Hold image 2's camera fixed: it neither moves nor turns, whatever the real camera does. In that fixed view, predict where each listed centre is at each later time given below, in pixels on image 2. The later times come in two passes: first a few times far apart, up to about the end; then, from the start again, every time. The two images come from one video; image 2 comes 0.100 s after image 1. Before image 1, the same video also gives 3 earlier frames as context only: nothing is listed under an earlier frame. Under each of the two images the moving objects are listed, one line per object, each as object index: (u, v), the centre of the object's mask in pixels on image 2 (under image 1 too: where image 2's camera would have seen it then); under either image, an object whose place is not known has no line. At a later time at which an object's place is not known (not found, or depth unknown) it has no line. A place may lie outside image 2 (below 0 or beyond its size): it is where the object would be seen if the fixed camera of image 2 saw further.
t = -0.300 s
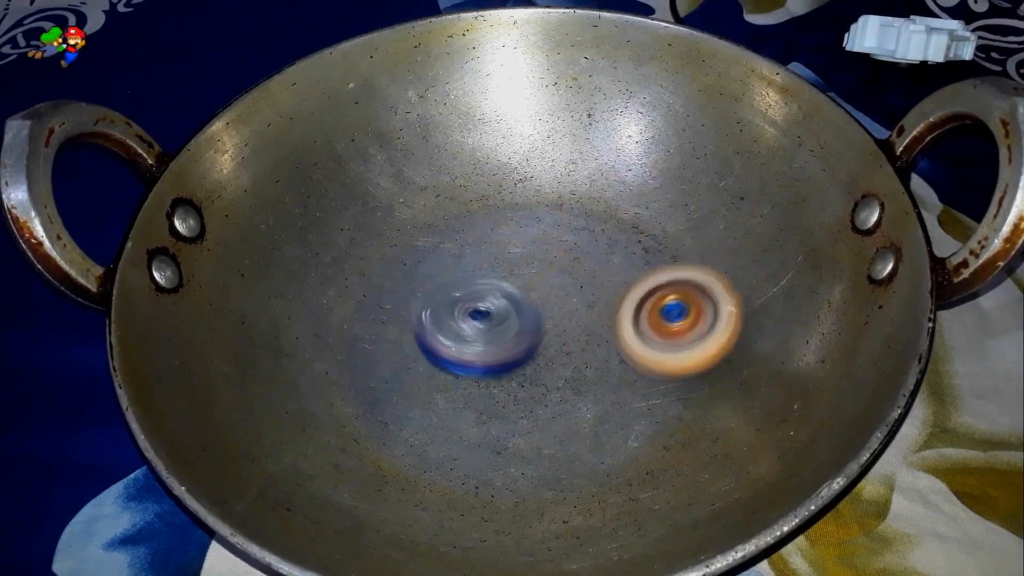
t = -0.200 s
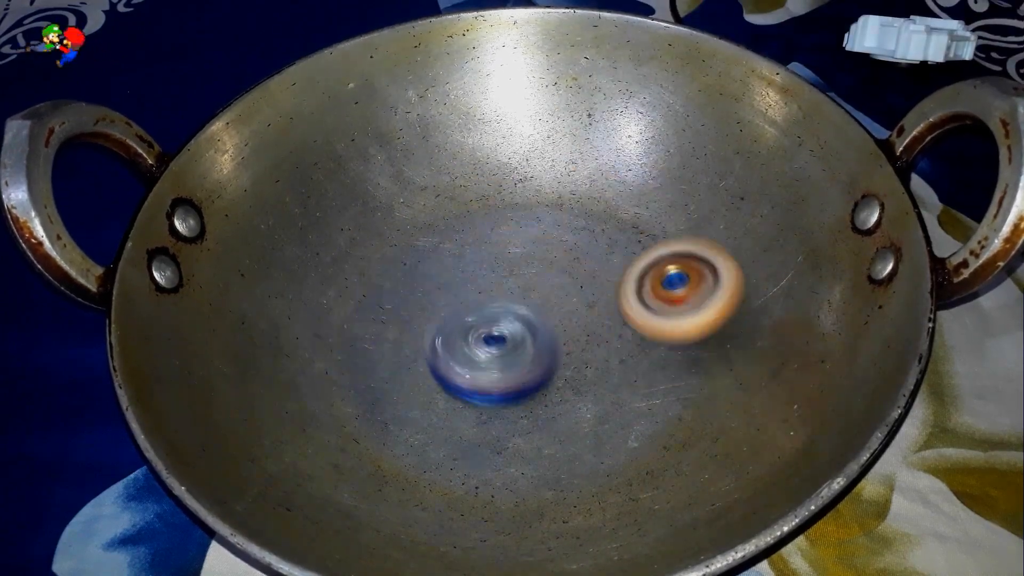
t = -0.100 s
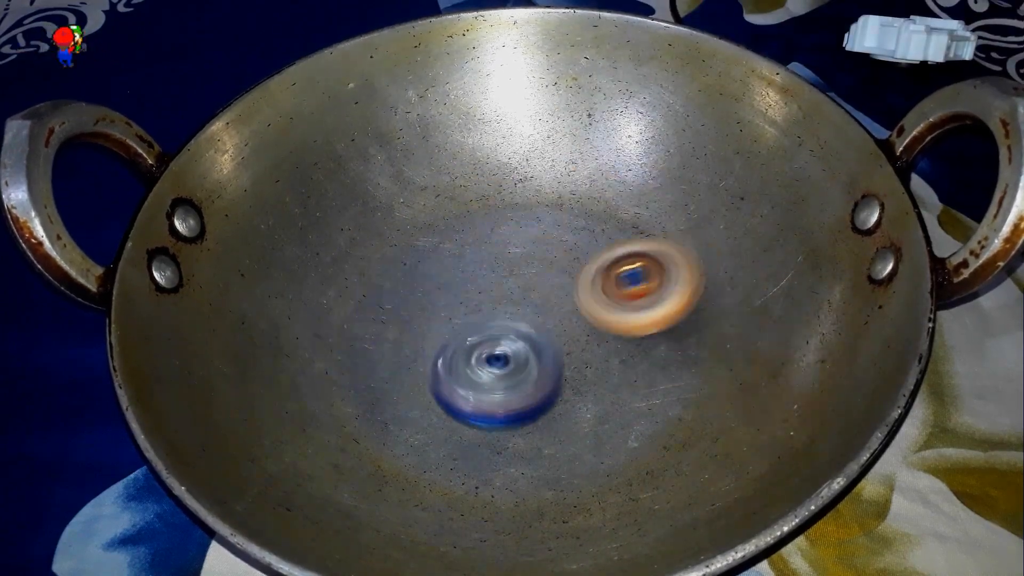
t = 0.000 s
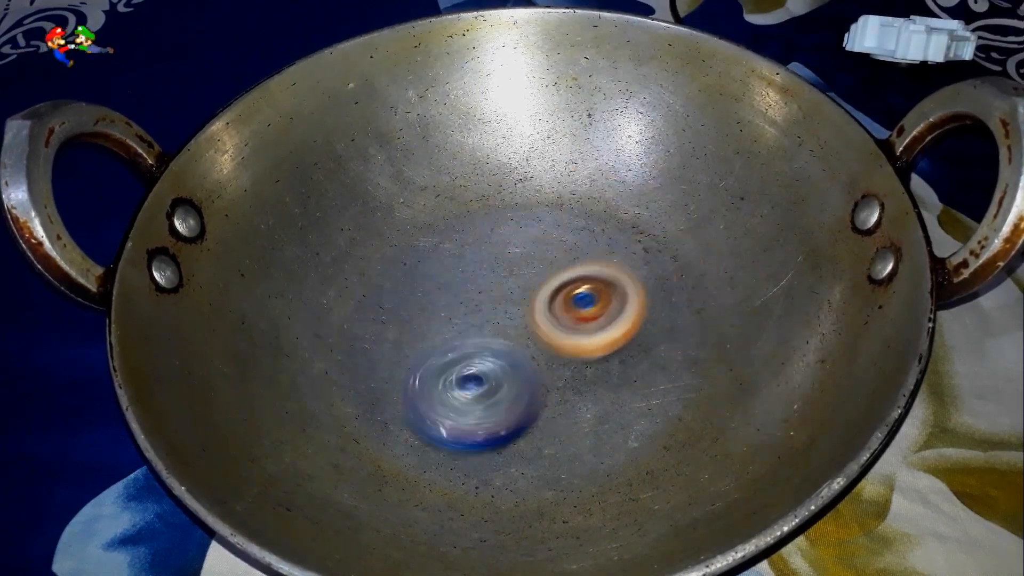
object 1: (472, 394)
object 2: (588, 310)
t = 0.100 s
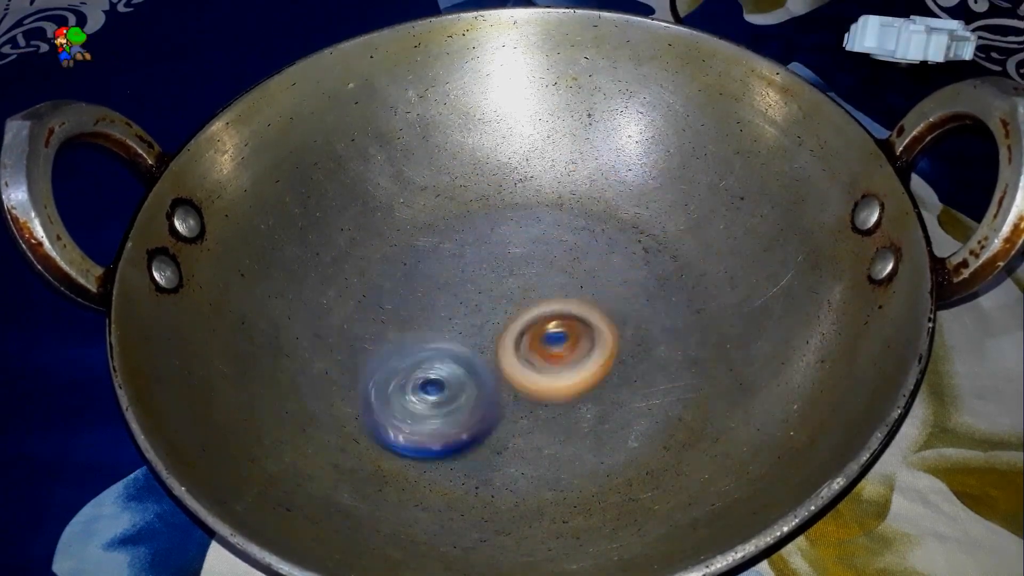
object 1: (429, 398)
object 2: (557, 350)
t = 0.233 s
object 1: (284, 361)
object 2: (656, 323)
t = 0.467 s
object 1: (435, 256)
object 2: (560, 264)
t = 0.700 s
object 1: (357, 309)
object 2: (676, 233)
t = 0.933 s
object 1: (469, 386)
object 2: (587, 298)
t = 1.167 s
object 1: (434, 446)
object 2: (651, 354)
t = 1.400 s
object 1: (475, 362)
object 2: (615, 337)
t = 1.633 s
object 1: (325, 290)
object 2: (696, 262)
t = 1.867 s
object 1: (399, 270)
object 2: (523, 303)
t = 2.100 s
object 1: (424, 320)
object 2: (521, 444)
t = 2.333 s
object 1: (462, 399)
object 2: (608, 409)
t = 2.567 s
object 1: (411, 377)
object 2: (552, 288)
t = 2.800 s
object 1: (473, 354)
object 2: (403, 238)
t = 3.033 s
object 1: (537, 315)
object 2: (347, 322)
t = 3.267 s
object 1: (597, 276)
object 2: (472, 379)
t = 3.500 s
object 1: (624, 263)
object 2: (533, 360)
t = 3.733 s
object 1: (557, 283)
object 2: (474, 365)
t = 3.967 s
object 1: (468, 313)
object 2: (444, 417)
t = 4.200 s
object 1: (420, 309)
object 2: (539, 431)
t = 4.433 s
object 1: (418, 337)
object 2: (589, 339)
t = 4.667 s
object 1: (453, 354)
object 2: (583, 244)
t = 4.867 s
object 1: (440, 348)
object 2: (551, 198)
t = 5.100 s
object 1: (471, 367)
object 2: (499, 262)
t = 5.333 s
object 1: (447, 421)
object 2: (486, 303)
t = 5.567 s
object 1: (446, 432)
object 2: (483, 232)
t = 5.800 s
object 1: (487, 375)
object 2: (470, 222)
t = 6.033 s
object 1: (510, 408)
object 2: (472, 195)
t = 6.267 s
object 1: (475, 369)
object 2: (500, 257)
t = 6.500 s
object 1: (332, 387)
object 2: (555, 270)
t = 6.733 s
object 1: (408, 348)
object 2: (522, 305)
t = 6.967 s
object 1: (426, 322)
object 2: (554, 337)
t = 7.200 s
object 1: (399, 305)
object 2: (544, 354)
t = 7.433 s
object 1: (422, 296)
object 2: (529, 343)
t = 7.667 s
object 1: (424, 290)
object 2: (521, 345)
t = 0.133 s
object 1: (383, 402)
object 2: (589, 349)
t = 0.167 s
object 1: (328, 396)
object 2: (616, 343)
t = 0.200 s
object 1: (298, 382)
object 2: (639, 337)
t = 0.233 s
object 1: (284, 361)
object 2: (656, 323)
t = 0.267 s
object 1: (285, 338)
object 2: (663, 310)
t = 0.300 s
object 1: (292, 316)
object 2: (663, 292)
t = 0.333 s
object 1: (309, 297)
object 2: (652, 278)
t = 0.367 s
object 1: (335, 279)
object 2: (636, 266)
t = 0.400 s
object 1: (365, 265)
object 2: (610, 260)
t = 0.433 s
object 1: (402, 257)
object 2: (585, 260)
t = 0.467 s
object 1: (435, 256)
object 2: (560, 264)
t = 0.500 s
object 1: (407, 256)
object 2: (595, 265)
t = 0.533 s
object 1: (372, 262)
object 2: (639, 261)
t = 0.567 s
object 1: (350, 273)
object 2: (668, 255)
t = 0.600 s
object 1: (338, 285)
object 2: (690, 245)
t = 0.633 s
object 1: (337, 295)
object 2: (697, 239)
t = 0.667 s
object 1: (344, 303)
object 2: (692, 235)
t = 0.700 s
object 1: (357, 309)
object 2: (676, 233)
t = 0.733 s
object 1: (377, 316)
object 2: (657, 233)
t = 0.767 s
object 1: (399, 321)
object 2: (637, 236)
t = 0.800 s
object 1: (420, 328)
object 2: (619, 246)
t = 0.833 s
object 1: (440, 341)
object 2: (602, 260)
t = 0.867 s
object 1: (457, 351)
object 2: (588, 276)
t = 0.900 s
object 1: (473, 365)
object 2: (578, 293)
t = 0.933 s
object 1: (469, 386)
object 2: (587, 298)
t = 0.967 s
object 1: (464, 406)
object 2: (597, 308)
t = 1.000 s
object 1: (463, 421)
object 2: (605, 317)
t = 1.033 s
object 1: (460, 433)
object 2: (614, 327)
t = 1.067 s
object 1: (454, 443)
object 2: (622, 337)
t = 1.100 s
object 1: (447, 449)
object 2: (632, 346)
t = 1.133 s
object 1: (440, 448)
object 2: (641, 351)
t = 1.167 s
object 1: (434, 446)
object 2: (651, 354)
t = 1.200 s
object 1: (432, 437)
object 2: (656, 353)
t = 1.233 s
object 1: (434, 425)
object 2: (660, 350)
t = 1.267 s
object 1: (438, 412)
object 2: (657, 345)
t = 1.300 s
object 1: (448, 396)
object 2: (649, 340)
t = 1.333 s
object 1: (465, 384)
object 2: (635, 338)
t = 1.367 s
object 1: (478, 370)
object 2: (619, 337)
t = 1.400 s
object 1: (475, 362)
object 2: (615, 337)
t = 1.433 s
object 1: (473, 353)
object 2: (615, 336)
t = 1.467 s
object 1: (425, 346)
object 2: (658, 330)
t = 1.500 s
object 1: (380, 337)
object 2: (692, 316)
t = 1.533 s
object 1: (349, 324)
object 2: (713, 302)
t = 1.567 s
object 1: (334, 312)
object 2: (718, 288)
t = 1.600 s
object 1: (326, 301)
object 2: (712, 273)
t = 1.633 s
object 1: (325, 290)
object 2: (696, 262)
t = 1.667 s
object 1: (328, 280)
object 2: (673, 251)
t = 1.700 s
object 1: (334, 272)
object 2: (647, 246)
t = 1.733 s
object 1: (345, 267)
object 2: (620, 248)
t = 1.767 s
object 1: (358, 264)
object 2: (589, 256)
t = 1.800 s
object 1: (375, 262)
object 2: (564, 268)
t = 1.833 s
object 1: (388, 265)
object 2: (540, 284)
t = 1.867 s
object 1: (399, 270)
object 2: (523, 303)
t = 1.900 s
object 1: (399, 271)
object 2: (522, 327)
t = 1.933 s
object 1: (399, 277)
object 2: (517, 349)
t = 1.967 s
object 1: (402, 280)
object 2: (513, 369)
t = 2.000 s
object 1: (407, 290)
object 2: (510, 392)
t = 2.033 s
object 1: (413, 298)
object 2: (511, 412)
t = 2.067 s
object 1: (418, 306)
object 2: (514, 429)
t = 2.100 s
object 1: (424, 320)
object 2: (521, 444)
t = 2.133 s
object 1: (429, 334)
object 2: (532, 455)
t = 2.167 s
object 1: (435, 346)
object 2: (546, 462)
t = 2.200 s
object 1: (441, 359)
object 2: (563, 463)
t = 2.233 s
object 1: (446, 371)
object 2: (581, 457)
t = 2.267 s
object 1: (452, 382)
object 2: (598, 446)
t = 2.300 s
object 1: (458, 392)
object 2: (609, 429)
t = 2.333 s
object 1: (462, 399)
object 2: (608, 409)
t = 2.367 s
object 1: (444, 404)
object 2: (624, 387)
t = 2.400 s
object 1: (424, 407)
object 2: (634, 363)
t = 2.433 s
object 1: (412, 405)
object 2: (630, 344)
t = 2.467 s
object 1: (404, 403)
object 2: (617, 325)
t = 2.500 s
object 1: (403, 394)
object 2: (598, 309)
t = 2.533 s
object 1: (405, 387)
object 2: (578, 298)
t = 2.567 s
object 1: (411, 377)
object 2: (552, 288)
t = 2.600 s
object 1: (421, 368)
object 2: (527, 280)
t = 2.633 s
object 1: (432, 361)
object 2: (502, 271)
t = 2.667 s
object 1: (440, 358)
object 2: (481, 259)
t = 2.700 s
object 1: (448, 363)
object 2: (463, 250)
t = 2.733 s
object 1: (454, 362)
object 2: (442, 243)
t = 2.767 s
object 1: (462, 359)
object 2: (423, 238)
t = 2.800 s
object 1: (473, 354)
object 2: (403, 238)
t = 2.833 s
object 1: (482, 350)
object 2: (384, 238)
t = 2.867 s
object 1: (493, 344)
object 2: (366, 243)
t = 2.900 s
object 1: (503, 337)
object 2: (350, 253)
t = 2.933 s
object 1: (512, 331)
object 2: (342, 267)
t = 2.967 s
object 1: (523, 326)
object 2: (337, 285)
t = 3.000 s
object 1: (529, 320)
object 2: (338, 303)
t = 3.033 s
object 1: (537, 315)
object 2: (347, 322)
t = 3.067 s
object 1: (544, 312)
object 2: (363, 340)
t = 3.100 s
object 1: (547, 308)
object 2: (384, 353)
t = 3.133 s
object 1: (551, 306)
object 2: (412, 362)
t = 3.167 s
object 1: (554, 304)
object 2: (441, 365)
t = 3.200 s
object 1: (565, 295)
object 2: (456, 369)
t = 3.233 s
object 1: (583, 284)
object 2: (461, 374)
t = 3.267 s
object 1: (597, 276)
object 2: (472, 379)
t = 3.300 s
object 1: (603, 272)
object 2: (486, 380)
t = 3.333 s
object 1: (612, 270)
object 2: (503, 378)
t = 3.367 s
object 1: (617, 270)
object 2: (518, 373)
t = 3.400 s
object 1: (617, 270)
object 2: (531, 366)
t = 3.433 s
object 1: (619, 271)
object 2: (540, 357)
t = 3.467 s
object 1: (623, 267)
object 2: (537, 358)
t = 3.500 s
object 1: (624, 263)
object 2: (533, 360)
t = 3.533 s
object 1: (623, 263)
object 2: (528, 360)
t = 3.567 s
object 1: (618, 265)
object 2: (522, 360)
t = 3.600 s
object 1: (609, 267)
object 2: (515, 360)
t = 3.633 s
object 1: (599, 271)
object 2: (507, 359)
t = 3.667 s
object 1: (585, 275)
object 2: (499, 360)
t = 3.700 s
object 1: (571, 281)
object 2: (487, 360)
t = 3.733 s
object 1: (557, 283)
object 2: (474, 365)
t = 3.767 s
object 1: (546, 281)
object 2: (461, 374)
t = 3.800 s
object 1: (534, 285)
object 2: (449, 384)
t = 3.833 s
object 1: (520, 291)
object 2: (439, 392)
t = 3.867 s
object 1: (508, 296)
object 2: (435, 401)
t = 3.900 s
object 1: (493, 301)
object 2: (434, 409)
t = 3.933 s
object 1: (479, 307)
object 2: (438, 414)
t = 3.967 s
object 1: (468, 313)
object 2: (444, 417)
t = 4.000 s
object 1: (457, 316)
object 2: (452, 416)
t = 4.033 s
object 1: (446, 316)
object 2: (460, 421)
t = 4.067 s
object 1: (434, 311)
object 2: (473, 434)
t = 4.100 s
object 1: (427, 308)
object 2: (488, 441)
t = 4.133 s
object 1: (423, 305)
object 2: (506, 443)
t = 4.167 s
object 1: (421, 307)
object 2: (524, 439)
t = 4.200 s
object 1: (420, 309)
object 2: (539, 431)
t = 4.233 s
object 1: (421, 318)
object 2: (552, 419)
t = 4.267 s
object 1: (423, 325)
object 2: (559, 404)
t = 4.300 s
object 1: (427, 333)
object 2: (560, 386)
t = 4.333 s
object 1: (430, 335)
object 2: (556, 369)
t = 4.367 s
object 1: (425, 338)
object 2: (566, 358)
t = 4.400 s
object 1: (418, 336)
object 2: (582, 349)
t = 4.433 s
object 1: (418, 337)
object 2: (589, 339)
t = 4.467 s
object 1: (422, 339)
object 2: (593, 324)
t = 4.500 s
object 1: (432, 339)
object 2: (594, 310)
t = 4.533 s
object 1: (444, 343)
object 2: (590, 296)
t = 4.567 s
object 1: (456, 341)
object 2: (582, 284)
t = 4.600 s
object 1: (472, 343)
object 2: (572, 274)
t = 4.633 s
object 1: (467, 349)
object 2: (574, 260)
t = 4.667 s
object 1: (453, 354)
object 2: (583, 244)
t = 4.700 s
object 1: (443, 357)
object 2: (585, 233)
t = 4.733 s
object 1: (439, 358)
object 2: (584, 213)
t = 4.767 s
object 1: (438, 356)
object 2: (582, 205)
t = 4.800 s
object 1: (436, 353)
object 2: (574, 199)
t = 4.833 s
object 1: (437, 353)
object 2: (564, 196)
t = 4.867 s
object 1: (440, 348)
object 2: (551, 198)
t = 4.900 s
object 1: (446, 347)
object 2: (539, 206)
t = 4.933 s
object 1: (450, 344)
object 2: (527, 216)
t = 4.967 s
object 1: (457, 341)
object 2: (520, 227)
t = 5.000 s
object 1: (465, 337)
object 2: (512, 238)
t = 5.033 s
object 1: (470, 346)
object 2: (509, 244)
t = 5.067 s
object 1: (472, 356)
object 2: (503, 255)
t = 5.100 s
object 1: (471, 367)
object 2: (499, 262)
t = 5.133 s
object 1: (469, 383)
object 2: (496, 265)
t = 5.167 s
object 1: (468, 395)
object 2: (491, 271)
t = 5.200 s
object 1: (464, 401)
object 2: (486, 280)
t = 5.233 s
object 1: (460, 410)
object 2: (482, 288)
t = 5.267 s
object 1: (454, 411)
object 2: (482, 296)
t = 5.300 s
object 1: (450, 415)
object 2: (481, 306)
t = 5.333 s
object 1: (447, 421)
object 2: (486, 303)
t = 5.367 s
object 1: (440, 447)
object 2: (493, 283)
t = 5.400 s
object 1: (433, 463)
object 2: (496, 269)
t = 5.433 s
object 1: (431, 468)
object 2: (494, 259)
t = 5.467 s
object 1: (431, 462)
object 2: (491, 250)
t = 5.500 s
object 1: (431, 457)
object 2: (490, 242)
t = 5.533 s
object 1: (437, 444)
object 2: (487, 235)
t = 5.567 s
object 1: (446, 432)
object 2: (483, 232)
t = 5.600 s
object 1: (456, 418)
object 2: (480, 232)
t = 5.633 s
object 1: (466, 406)
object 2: (476, 233)
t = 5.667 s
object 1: (469, 395)
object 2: (475, 235)
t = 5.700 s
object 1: (472, 381)
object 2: (471, 241)
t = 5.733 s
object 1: (478, 367)
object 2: (469, 250)
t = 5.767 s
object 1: (480, 357)
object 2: (470, 246)
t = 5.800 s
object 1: (487, 375)
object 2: (470, 222)
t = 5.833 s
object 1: (497, 389)
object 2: (470, 211)
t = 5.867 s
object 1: (505, 405)
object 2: (468, 205)
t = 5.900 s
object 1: (510, 417)
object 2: (467, 200)
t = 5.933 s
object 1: (514, 414)
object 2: (467, 198)
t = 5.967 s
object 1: (514, 411)
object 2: (468, 194)
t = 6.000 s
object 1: (510, 410)
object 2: (471, 192)
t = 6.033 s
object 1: (510, 408)
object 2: (472, 195)
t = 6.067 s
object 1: (504, 401)
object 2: (476, 200)
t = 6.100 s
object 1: (500, 395)
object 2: (480, 208)
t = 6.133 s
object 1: (495, 391)
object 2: (486, 220)
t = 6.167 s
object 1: (490, 388)
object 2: (490, 229)
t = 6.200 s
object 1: (485, 378)
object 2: (494, 238)
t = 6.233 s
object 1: (482, 371)
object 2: (498, 248)
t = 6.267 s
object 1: (475, 369)
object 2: (500, 257)
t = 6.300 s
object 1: (465, 365)
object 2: (502, 266)
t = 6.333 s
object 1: (452, 369)
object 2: (514, 267)
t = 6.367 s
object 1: (419, 385)
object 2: (528, 259)
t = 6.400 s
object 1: (390, 393)
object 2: (540, 255)
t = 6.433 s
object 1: (363, 400)
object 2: (546, 256)
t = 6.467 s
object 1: (346, 392)
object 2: (554, 263)
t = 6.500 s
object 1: (332, 387)
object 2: (555, 270)
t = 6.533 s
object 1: (333, 375)
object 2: (554, 274)
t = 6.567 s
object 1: (336, 373)
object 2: (552, 278)
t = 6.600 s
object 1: (346, 370)
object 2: (551, 282)
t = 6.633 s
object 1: (362, 364)
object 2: (545, 291)
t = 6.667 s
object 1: (374, 358)
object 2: (538, 295)
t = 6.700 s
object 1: (388, 352)
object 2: (528, 303)
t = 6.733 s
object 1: (408, 348)
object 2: (522, 305)
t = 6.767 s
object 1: (414, 342)
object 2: (533, 305)
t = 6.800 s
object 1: (417, 340)
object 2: (546, 307)
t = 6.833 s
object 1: (426, 339)
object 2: (554, 310)
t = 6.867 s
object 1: (428, 334)
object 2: (556, 316)
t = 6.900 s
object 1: (425, 329)
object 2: (562, 319)
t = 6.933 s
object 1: (427, 324)
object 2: (562, 326)
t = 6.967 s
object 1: (426, 322)
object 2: (554, 337)
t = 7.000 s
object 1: (424, 324)
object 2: (549, 335)
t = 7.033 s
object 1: (425, 325)
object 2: (545, 336)
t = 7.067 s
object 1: (426, 325)
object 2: (542, 341)
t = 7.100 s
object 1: (424, 323)
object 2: (540, 345)
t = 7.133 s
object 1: (411, 315)
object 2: (544, 346)
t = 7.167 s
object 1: (403, 308)
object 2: (548, 349)
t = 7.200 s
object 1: (399, 305)
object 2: (544, 354)
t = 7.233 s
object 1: (399, 305)
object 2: (536, 355)
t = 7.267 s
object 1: (401, 306)
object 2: (528, 355)
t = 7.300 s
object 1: (404, 306)
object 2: (518, 353)
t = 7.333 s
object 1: (408, 306)
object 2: (519, 353)
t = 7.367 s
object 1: (411, 303)
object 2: (517, 346)
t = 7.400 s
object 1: (418, 300)
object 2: (523, 344)
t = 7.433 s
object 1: (422, 296)
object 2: (529, 343)
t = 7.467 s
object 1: (424, 291)
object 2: (529, 340)
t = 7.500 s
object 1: (424, 288)
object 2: (529, 343)
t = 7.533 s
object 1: (425, 285)
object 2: (528, 348)
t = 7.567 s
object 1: (424, 284)
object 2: (524, 350)
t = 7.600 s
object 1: (423, 284)
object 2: (522, 349)
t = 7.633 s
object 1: (423, 286)
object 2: (521, 347)
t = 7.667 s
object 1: (424, 290)
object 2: (521, 345)
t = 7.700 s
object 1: (423, 294)
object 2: (522, 344)
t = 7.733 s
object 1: (421, 298)
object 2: (528, 343)
